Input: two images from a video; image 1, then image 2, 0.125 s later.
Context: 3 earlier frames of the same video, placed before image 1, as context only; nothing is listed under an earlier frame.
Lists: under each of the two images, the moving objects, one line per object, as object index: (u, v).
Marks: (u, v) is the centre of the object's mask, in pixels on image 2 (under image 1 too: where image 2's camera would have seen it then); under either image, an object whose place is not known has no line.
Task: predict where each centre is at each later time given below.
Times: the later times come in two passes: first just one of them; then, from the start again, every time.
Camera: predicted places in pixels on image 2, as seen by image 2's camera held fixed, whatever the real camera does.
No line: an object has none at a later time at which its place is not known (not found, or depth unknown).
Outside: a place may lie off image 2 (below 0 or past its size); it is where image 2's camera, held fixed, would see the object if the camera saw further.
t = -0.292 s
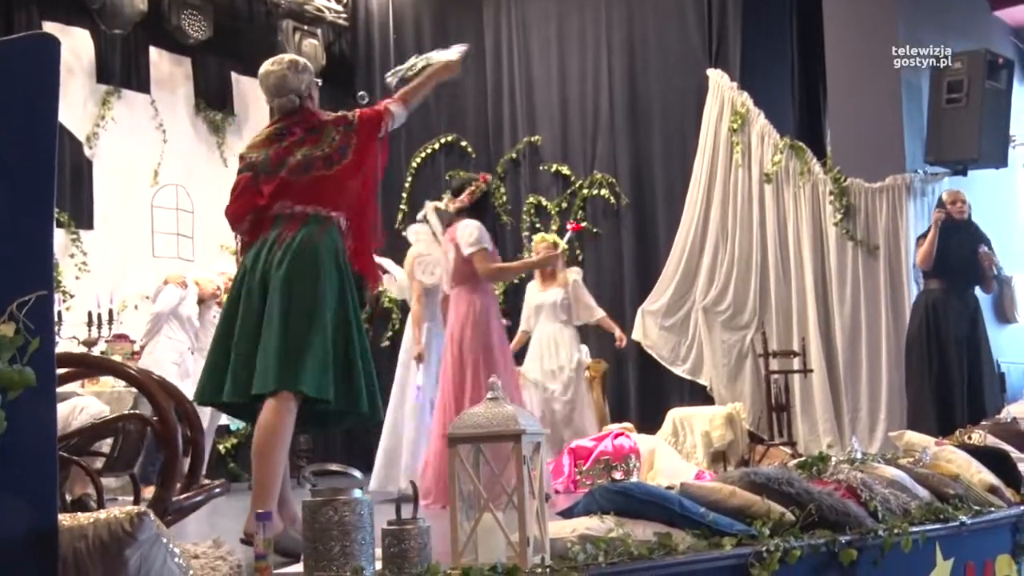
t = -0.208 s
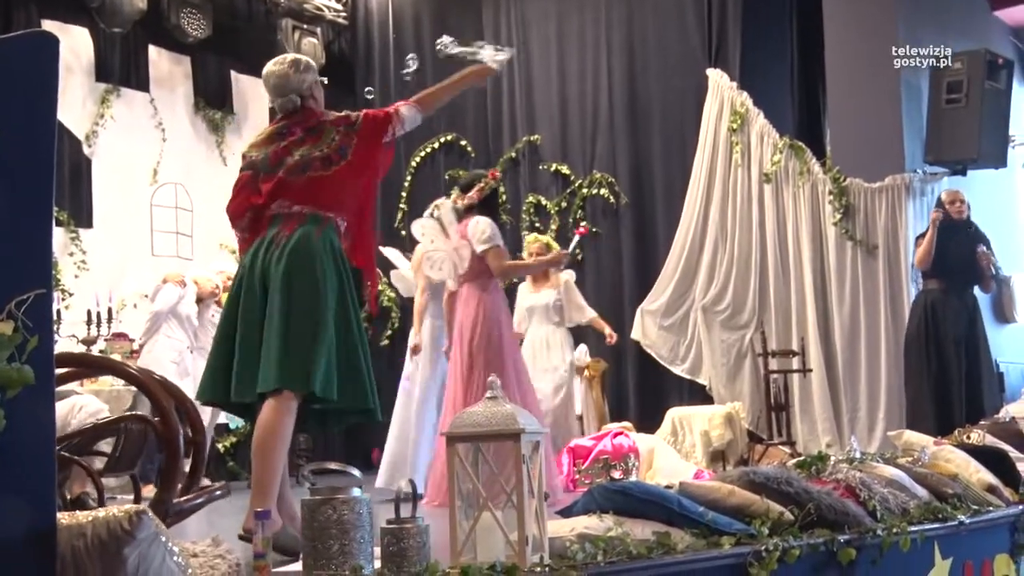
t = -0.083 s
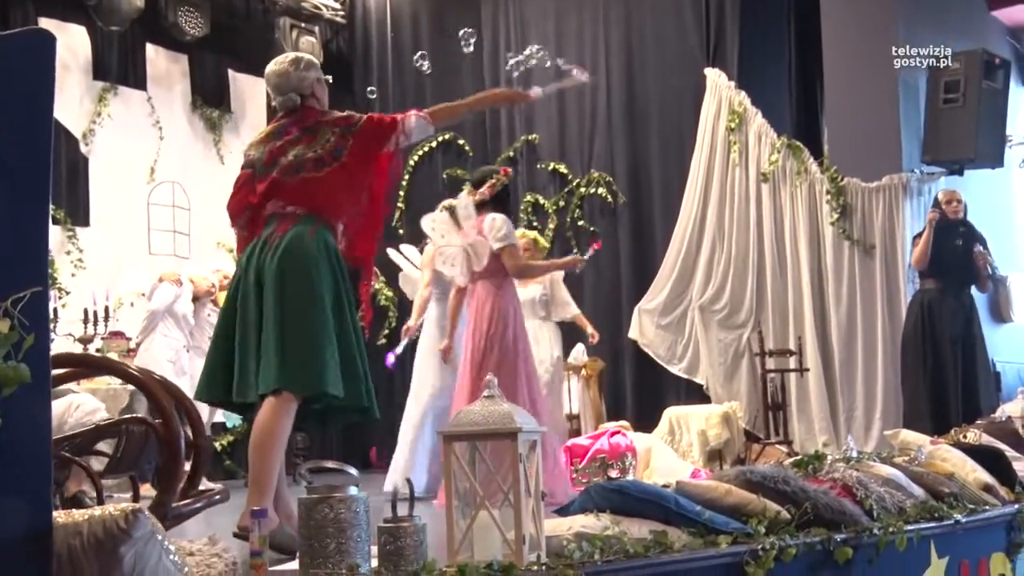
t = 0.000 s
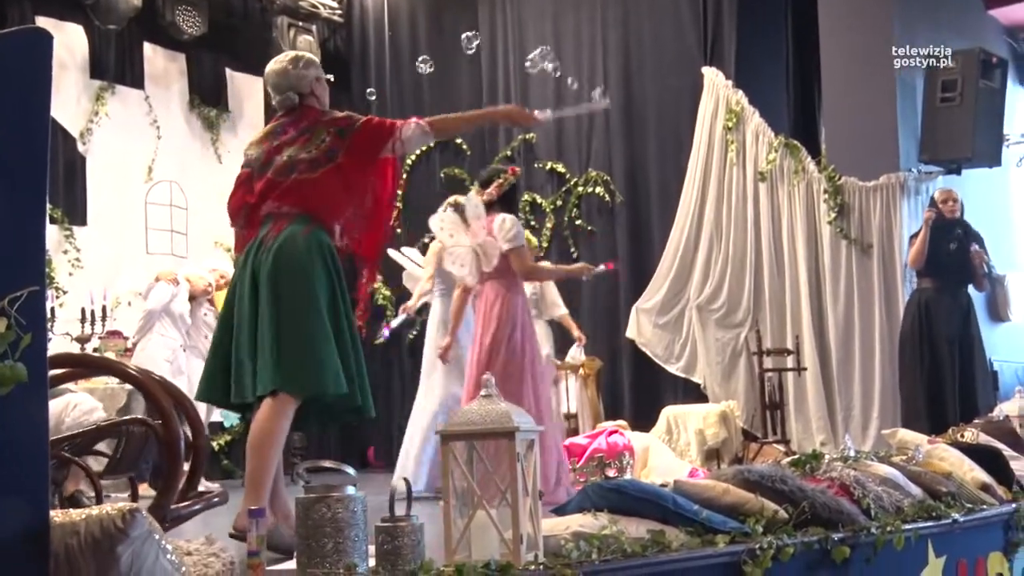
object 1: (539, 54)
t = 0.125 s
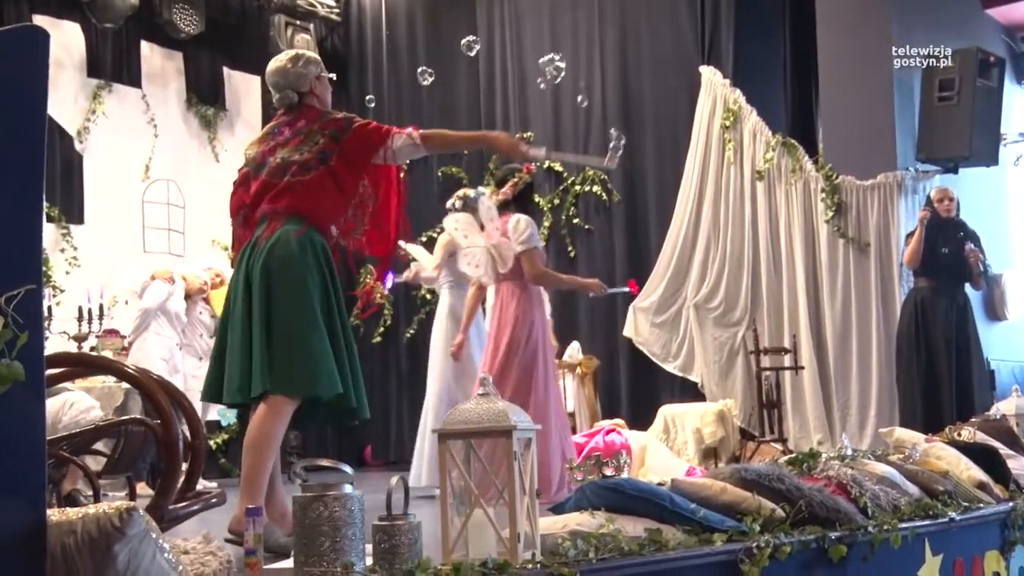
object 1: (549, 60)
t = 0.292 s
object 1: (561, 75)
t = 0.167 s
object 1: (553, 63)
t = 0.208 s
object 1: (557, 68)
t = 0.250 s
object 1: (558, 71)
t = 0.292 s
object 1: (561, 75)
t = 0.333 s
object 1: (562, 79)
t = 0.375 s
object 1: (564, 83)
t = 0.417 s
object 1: (565, 88)
